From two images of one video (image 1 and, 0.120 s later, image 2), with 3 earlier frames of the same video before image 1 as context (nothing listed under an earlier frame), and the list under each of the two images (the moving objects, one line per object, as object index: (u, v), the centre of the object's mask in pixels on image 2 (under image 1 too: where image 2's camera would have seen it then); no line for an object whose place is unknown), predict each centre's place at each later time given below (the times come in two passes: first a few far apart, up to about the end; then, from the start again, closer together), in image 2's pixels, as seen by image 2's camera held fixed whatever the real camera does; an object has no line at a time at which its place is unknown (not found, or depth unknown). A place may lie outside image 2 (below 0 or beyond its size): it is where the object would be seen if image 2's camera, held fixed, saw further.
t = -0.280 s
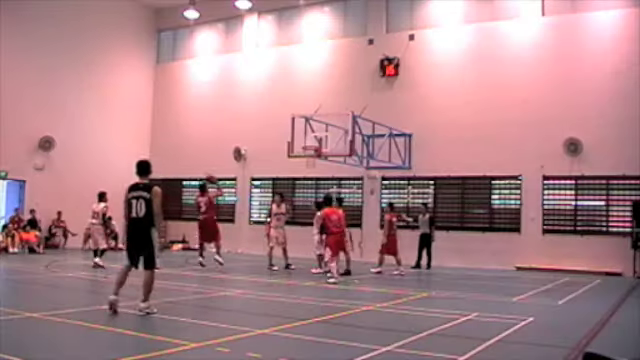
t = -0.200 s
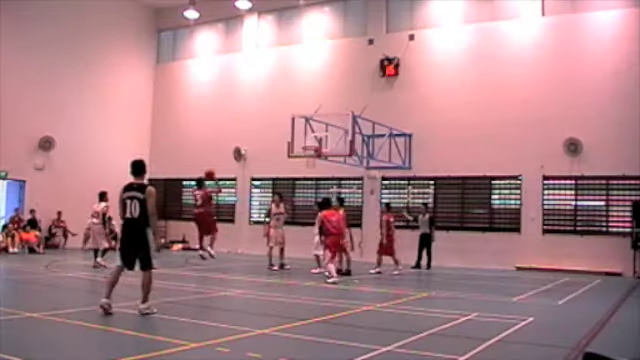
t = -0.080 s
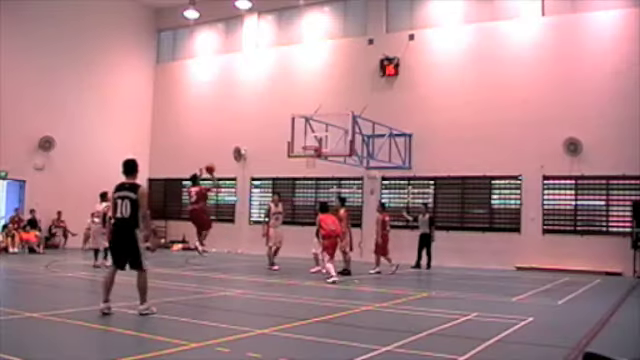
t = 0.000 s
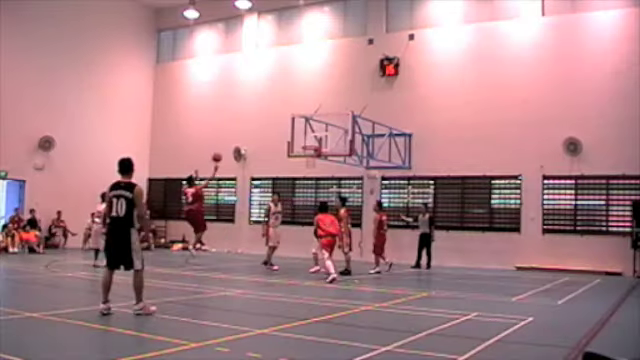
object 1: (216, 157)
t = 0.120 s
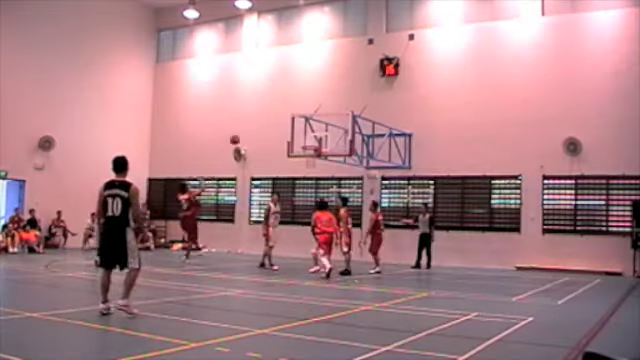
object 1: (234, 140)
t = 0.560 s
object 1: (293, 127)
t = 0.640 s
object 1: (303, 134)
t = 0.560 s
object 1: (293, 127)
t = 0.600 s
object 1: (299, 130)
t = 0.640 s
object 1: (303, 134)
